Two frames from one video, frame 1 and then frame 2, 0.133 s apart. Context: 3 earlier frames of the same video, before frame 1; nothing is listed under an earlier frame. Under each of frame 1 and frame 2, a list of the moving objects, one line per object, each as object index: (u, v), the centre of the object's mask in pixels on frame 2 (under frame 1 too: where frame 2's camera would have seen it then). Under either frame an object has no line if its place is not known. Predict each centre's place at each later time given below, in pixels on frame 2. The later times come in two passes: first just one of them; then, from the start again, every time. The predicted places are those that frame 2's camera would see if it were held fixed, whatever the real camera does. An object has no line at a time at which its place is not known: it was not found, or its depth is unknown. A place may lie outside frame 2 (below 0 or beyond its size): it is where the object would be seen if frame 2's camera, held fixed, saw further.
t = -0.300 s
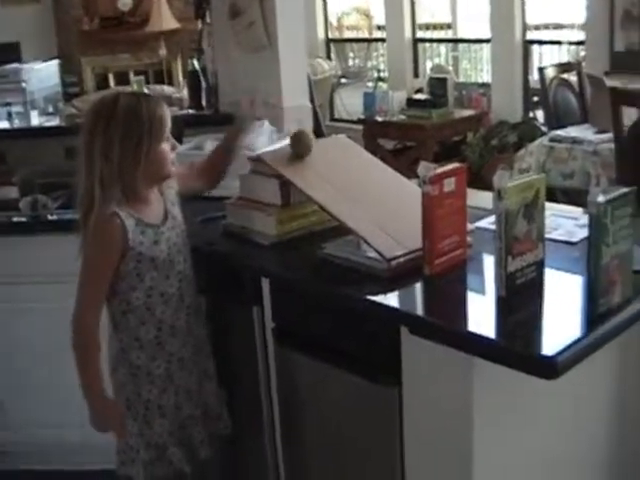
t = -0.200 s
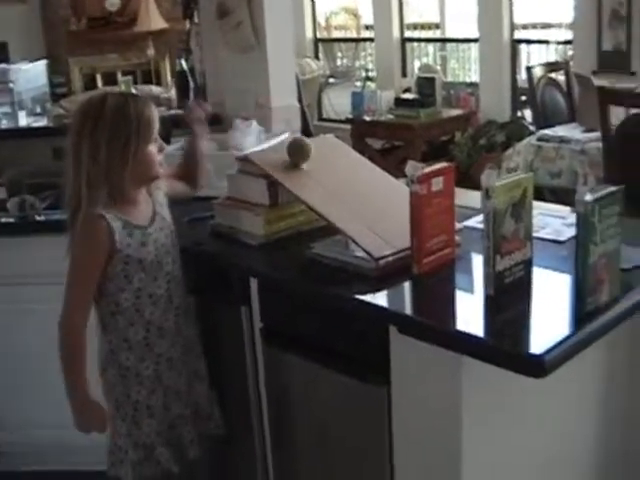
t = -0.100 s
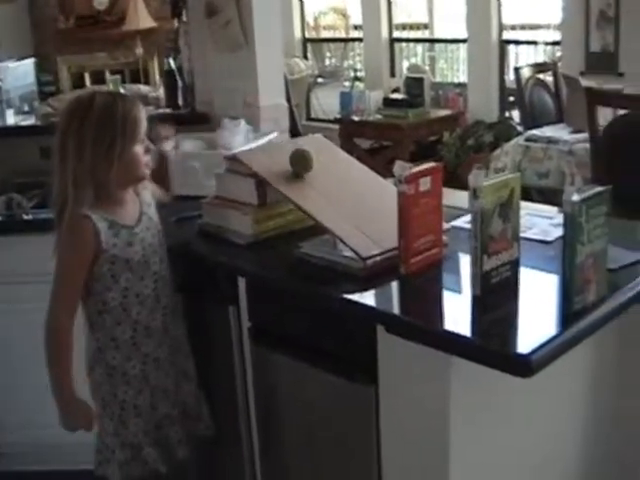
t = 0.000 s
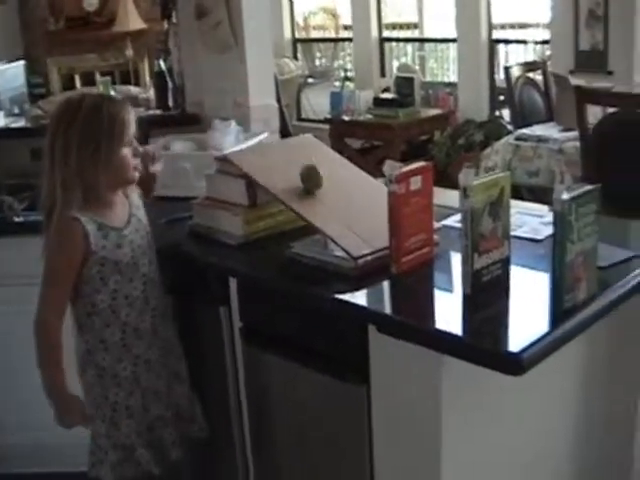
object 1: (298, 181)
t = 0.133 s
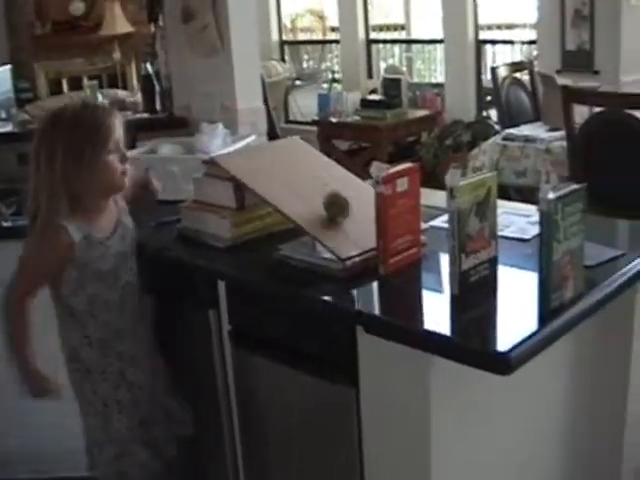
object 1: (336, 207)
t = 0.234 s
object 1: (368, 235)
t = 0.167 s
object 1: (347, 215)
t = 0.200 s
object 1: (358, 224)
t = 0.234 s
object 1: (368, 235)
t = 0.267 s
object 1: (370, 235)
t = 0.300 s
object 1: (369, 236)
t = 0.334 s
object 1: (369, 237)
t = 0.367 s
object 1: (368, 237)
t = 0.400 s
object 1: (367, 238)
